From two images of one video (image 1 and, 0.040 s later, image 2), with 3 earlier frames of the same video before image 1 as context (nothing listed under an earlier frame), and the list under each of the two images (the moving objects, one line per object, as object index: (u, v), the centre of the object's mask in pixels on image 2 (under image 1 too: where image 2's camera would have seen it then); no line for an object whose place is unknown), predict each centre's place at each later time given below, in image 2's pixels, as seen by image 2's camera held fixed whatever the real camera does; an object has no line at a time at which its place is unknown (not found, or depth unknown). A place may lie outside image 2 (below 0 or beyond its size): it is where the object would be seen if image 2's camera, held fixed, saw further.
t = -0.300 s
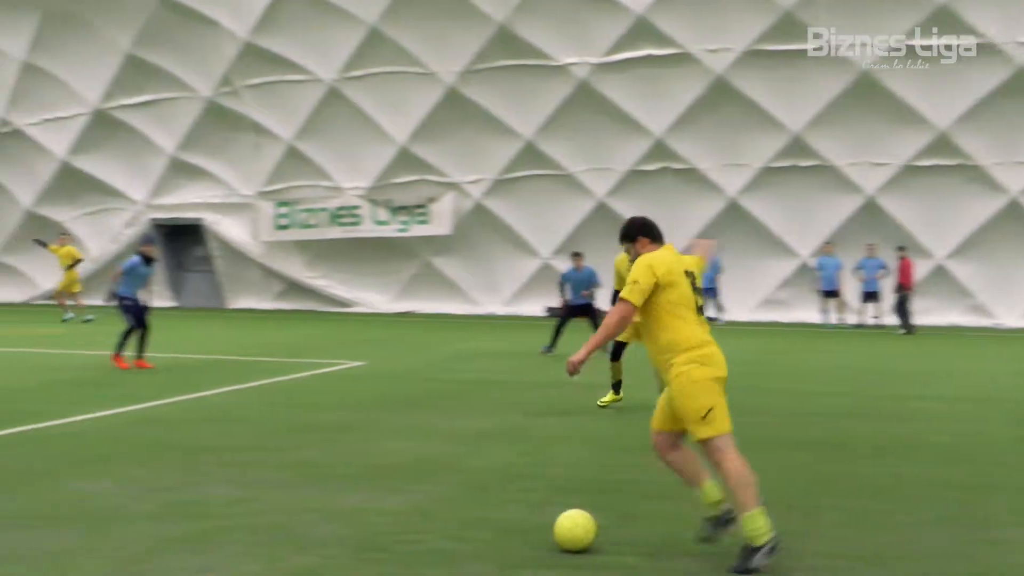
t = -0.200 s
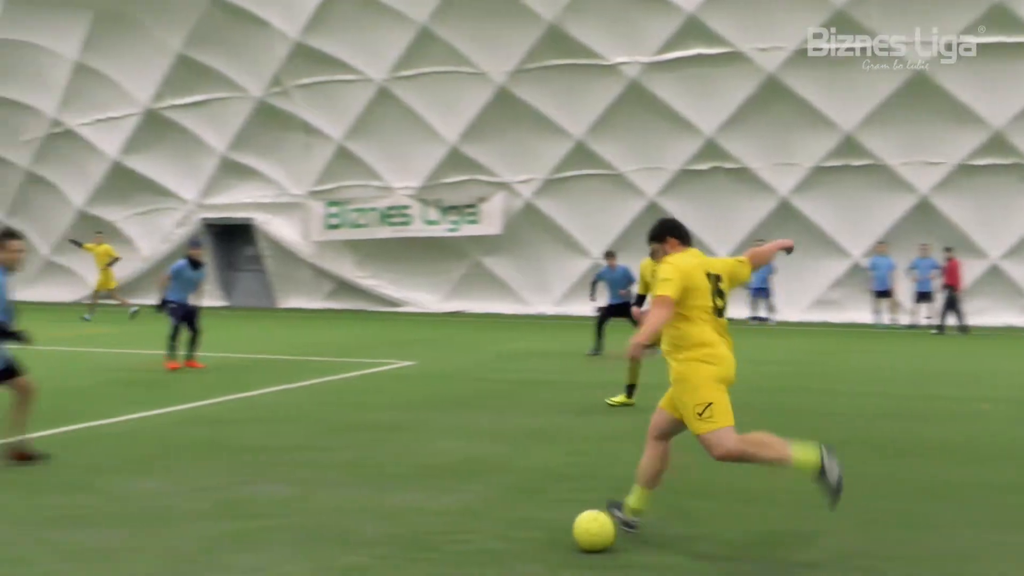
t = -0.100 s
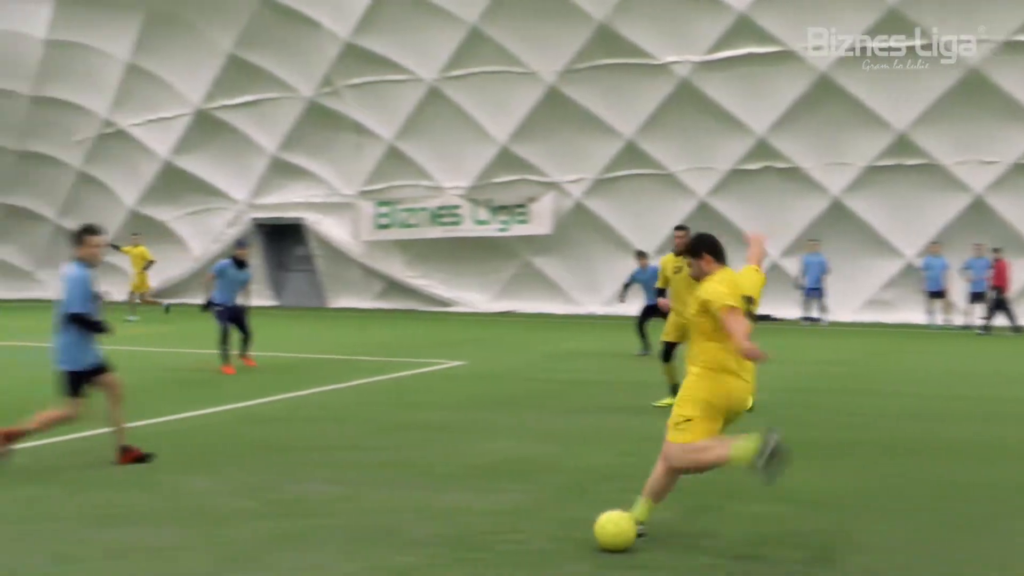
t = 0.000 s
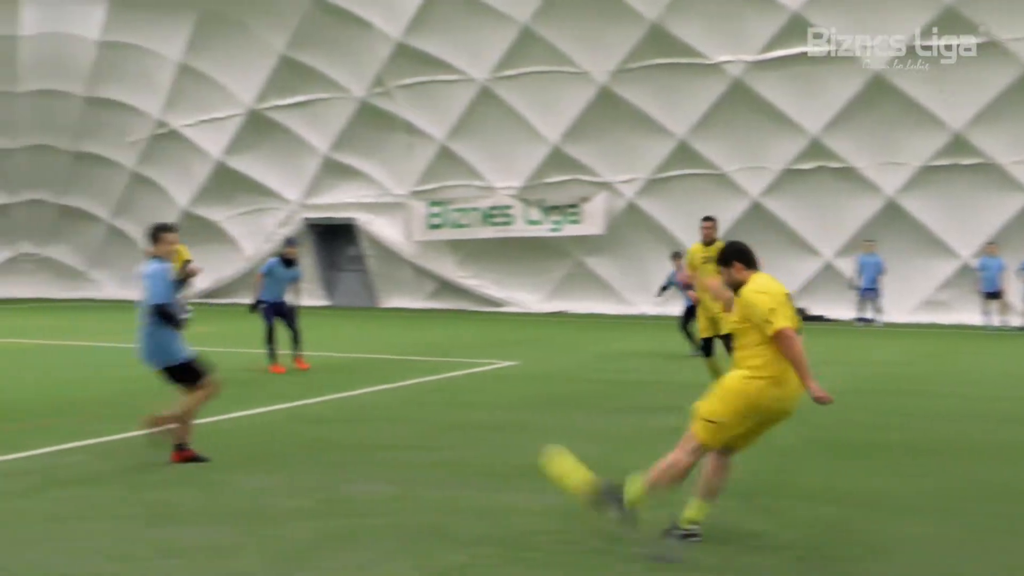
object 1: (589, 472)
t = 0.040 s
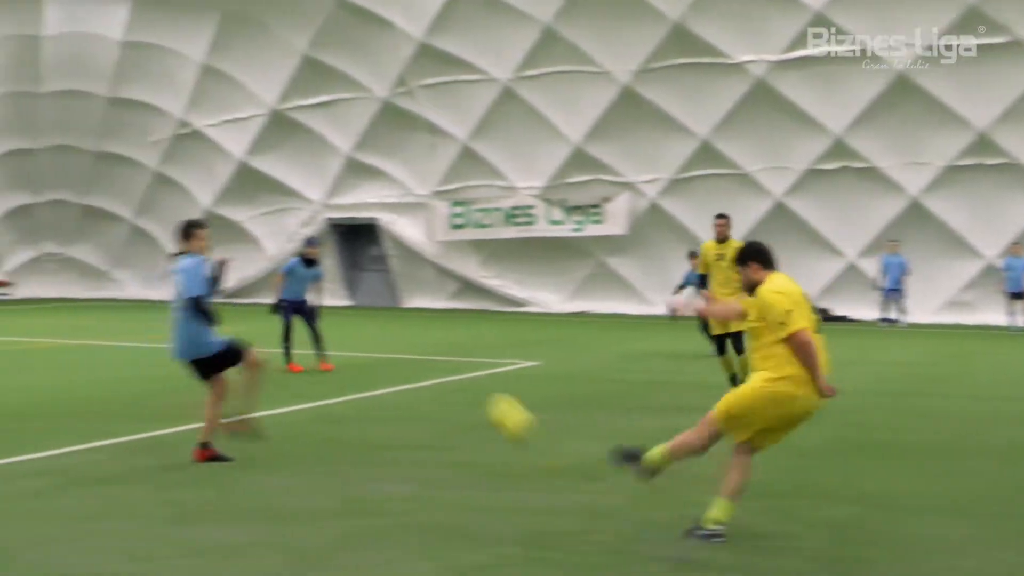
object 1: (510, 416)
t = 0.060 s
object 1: (478, 394)
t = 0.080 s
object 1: (446, 371)
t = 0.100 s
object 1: (420, 353)
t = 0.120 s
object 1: (393, 337)
